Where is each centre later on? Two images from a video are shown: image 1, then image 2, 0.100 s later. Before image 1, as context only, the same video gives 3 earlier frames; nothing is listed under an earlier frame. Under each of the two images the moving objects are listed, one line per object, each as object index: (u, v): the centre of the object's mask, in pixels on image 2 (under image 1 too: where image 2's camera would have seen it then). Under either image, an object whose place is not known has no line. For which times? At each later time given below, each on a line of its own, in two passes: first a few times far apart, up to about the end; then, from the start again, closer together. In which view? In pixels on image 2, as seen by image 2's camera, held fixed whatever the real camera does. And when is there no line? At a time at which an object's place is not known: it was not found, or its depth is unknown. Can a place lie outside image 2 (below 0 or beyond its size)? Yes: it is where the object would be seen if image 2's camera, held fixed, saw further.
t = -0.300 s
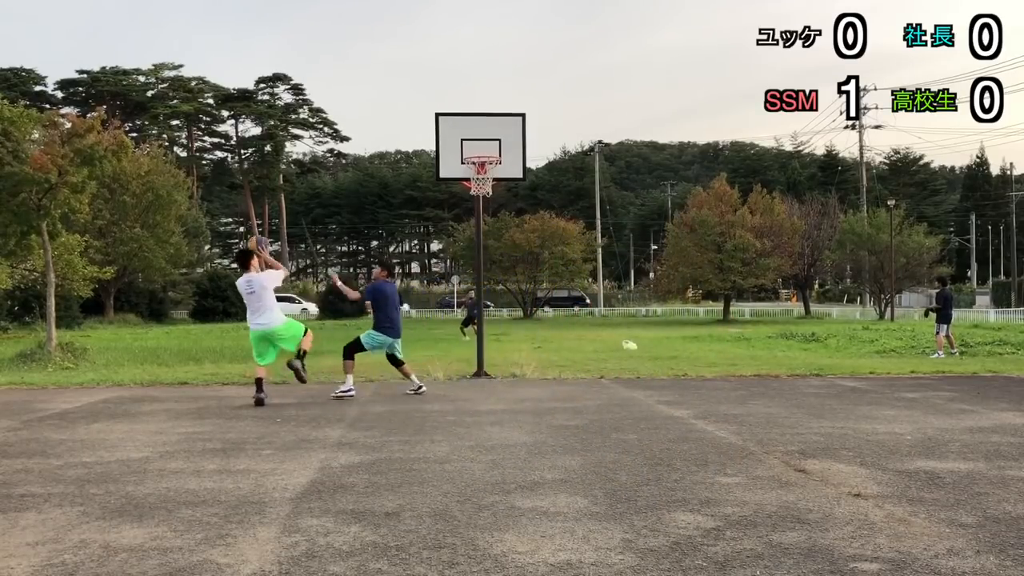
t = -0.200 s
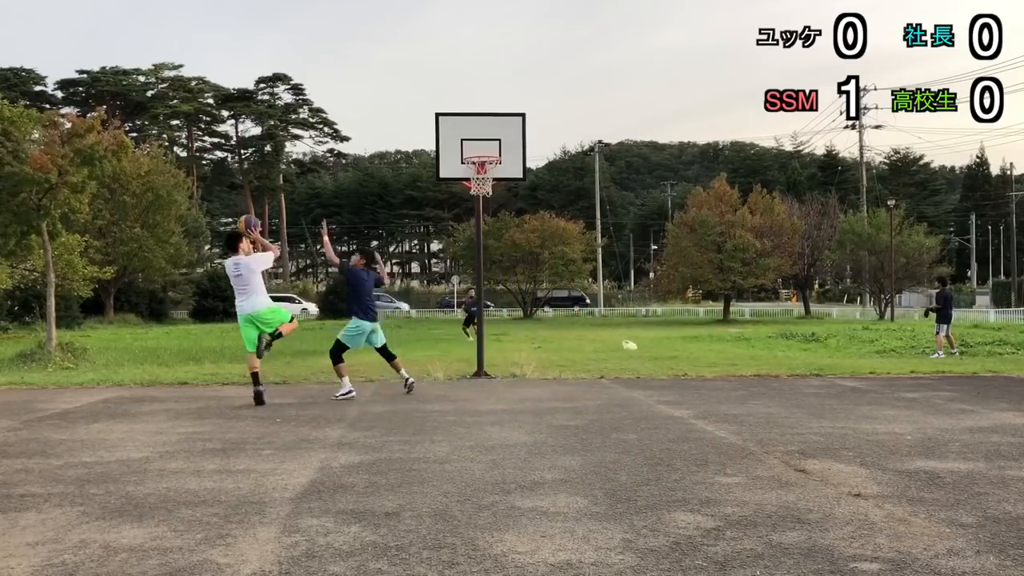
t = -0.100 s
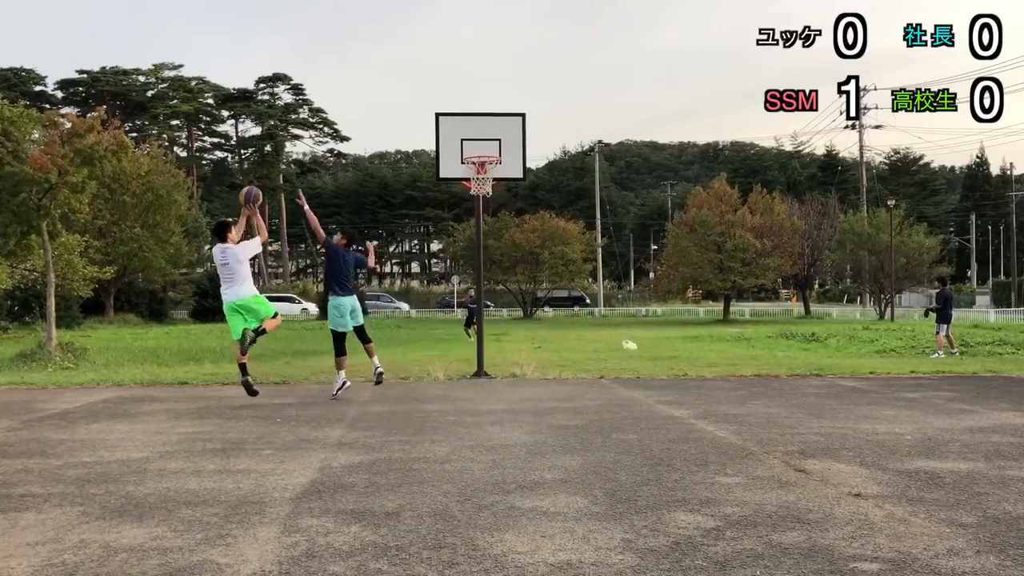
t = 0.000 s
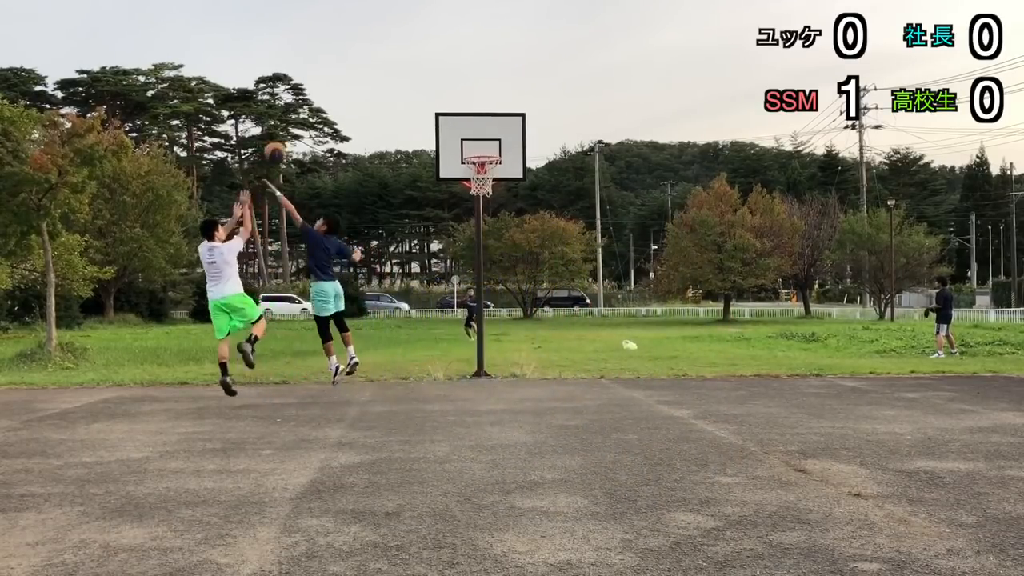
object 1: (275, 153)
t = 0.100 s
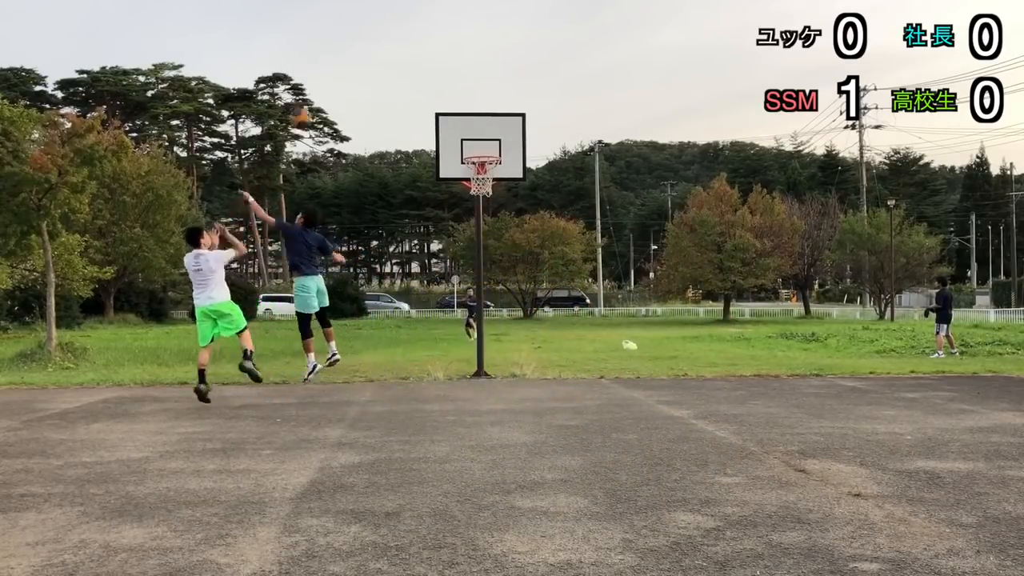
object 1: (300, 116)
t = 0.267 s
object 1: (339, 83)
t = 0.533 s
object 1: (396, 78)
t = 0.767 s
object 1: (441, 120)
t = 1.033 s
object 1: (423, 147)
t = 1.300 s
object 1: (355, 178)
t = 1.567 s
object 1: (280, 272)
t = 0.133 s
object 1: (309, 108)
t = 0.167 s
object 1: (316, 100)
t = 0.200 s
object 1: (324, 94)
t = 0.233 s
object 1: (332, 88)
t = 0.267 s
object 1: (339, 83)
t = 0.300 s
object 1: (347, 79)
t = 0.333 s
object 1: (354, 76)
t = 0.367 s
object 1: (361, 74)
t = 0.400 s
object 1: (368, 73)
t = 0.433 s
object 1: (376, 73)
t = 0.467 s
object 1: (383, 74)
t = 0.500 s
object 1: (389, 76)
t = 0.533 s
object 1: (396, 78)
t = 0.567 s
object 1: (403, 82)
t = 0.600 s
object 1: (409, 86)
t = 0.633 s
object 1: (416, 91)
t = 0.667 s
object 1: (423, 98)
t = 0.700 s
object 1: (429, 104)
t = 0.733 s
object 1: (435, 112)
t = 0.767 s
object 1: (441, 120)
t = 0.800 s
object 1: (448, 130)
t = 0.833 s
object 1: (453, 140)
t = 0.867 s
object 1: (459, 150)
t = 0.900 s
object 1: (456, 151)
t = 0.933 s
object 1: (448, 149)
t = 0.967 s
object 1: (440, 148)
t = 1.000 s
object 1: (432, 146)
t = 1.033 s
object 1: (423, 147)
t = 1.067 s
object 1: (415, 147)
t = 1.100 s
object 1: (406, 148)
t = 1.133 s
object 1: (398, 151)
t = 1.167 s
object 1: (389, 154)
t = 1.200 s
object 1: (381, 159)
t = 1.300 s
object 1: (355, 178)
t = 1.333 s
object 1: (347, 187)
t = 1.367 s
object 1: (338, 195)
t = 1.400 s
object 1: (328, 206)
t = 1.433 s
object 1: (319, 216)
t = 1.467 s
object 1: (309, 228)
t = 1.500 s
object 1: (301, 240)
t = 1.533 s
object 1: (290, 256)
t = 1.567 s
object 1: (280, 272)
